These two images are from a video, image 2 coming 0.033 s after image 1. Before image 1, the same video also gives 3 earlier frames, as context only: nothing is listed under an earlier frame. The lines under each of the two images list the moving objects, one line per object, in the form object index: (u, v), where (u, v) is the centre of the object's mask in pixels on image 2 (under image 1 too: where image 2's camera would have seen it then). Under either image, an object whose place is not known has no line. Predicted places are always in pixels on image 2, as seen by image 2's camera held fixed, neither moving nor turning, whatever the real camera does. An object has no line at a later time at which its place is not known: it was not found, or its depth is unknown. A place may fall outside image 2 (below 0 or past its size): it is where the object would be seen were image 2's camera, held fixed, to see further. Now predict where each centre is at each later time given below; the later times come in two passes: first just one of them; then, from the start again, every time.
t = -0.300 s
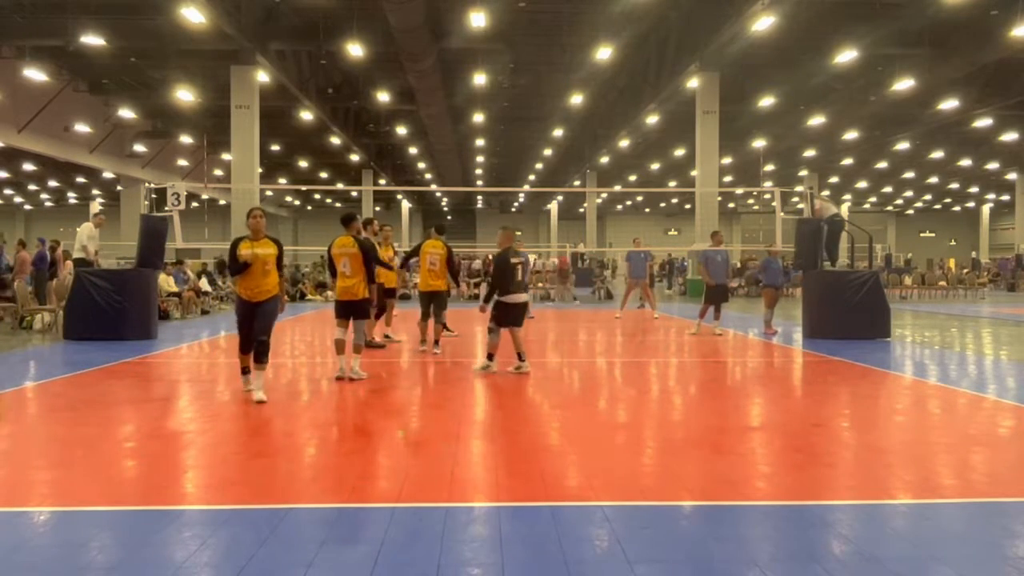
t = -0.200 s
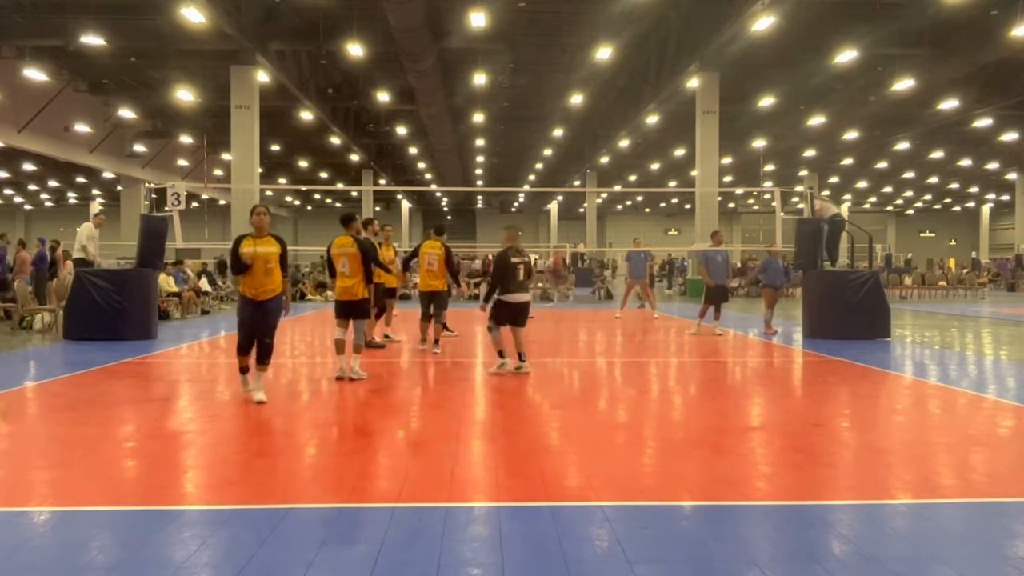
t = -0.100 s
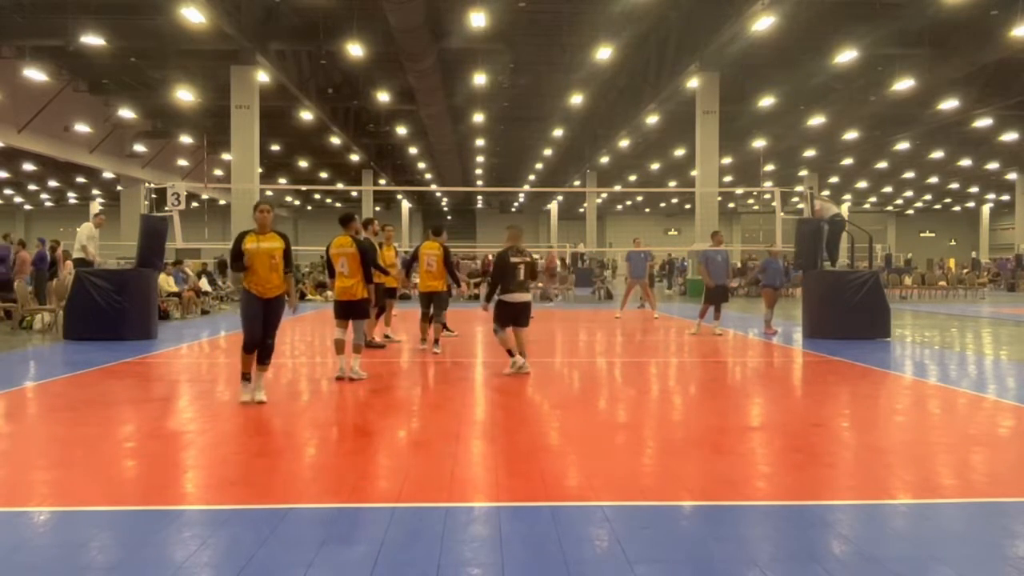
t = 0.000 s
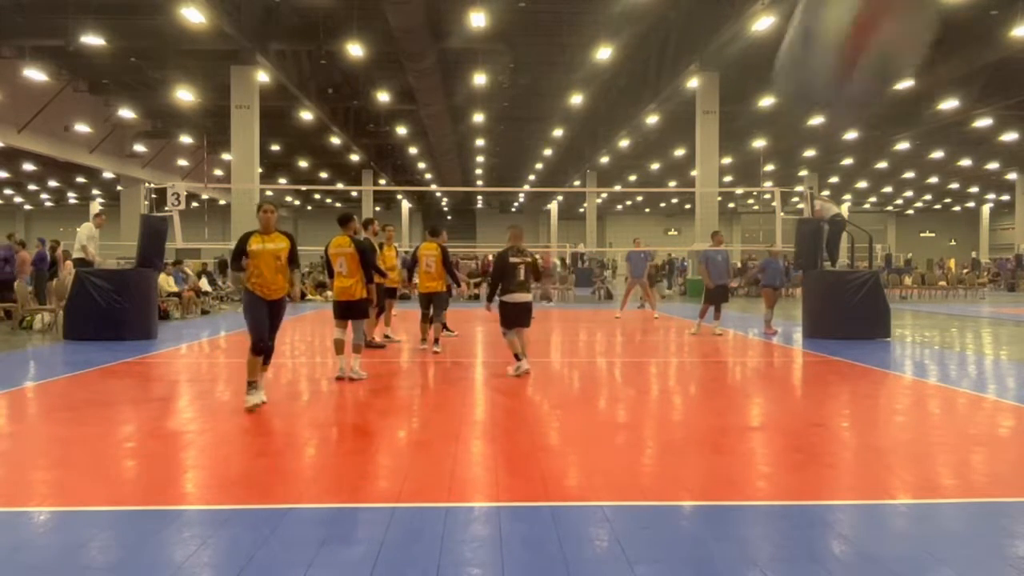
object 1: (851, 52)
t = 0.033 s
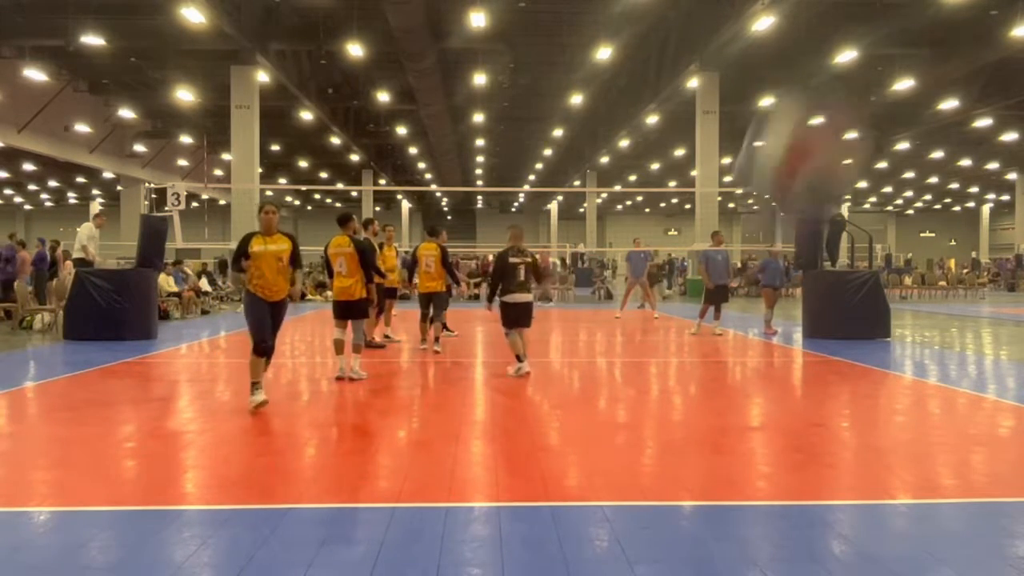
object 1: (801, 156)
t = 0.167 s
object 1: (656, 528)
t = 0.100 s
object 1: (716, 371)
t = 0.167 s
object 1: (656, 528)
